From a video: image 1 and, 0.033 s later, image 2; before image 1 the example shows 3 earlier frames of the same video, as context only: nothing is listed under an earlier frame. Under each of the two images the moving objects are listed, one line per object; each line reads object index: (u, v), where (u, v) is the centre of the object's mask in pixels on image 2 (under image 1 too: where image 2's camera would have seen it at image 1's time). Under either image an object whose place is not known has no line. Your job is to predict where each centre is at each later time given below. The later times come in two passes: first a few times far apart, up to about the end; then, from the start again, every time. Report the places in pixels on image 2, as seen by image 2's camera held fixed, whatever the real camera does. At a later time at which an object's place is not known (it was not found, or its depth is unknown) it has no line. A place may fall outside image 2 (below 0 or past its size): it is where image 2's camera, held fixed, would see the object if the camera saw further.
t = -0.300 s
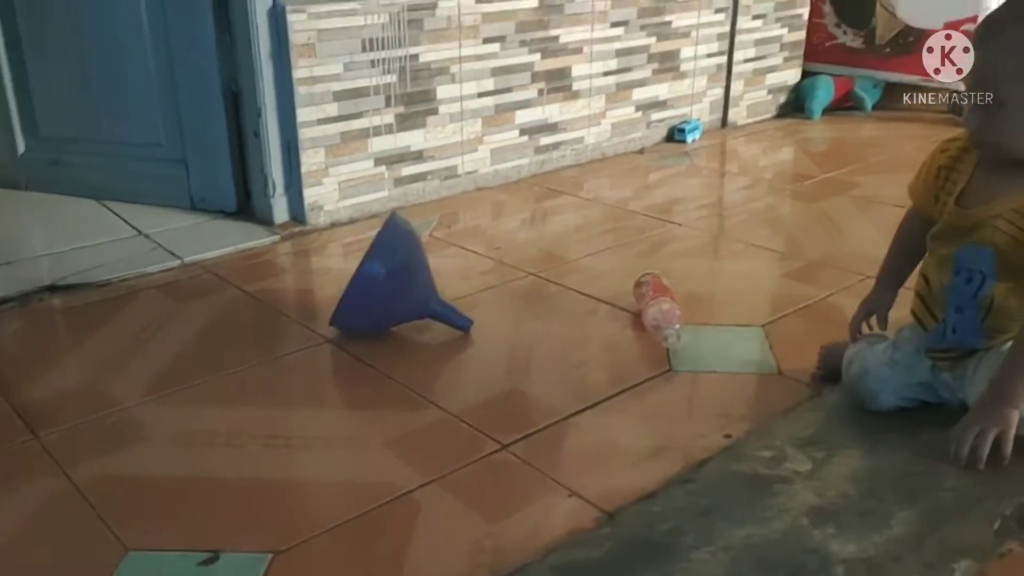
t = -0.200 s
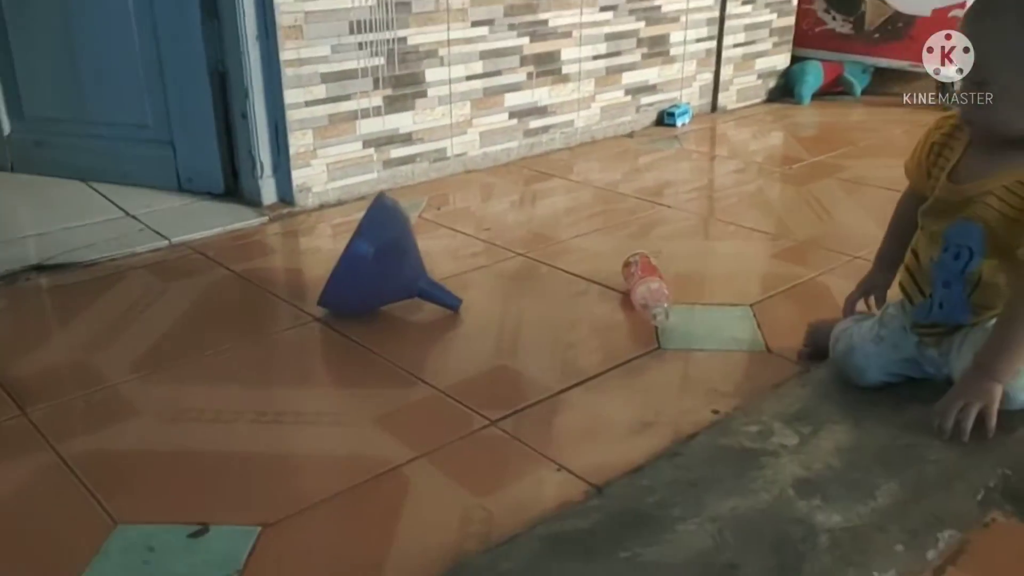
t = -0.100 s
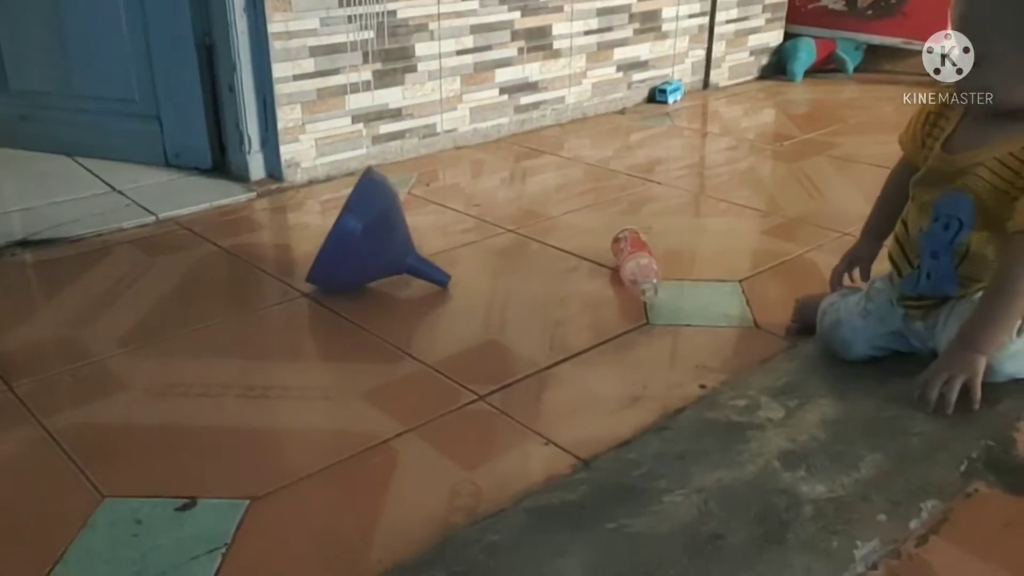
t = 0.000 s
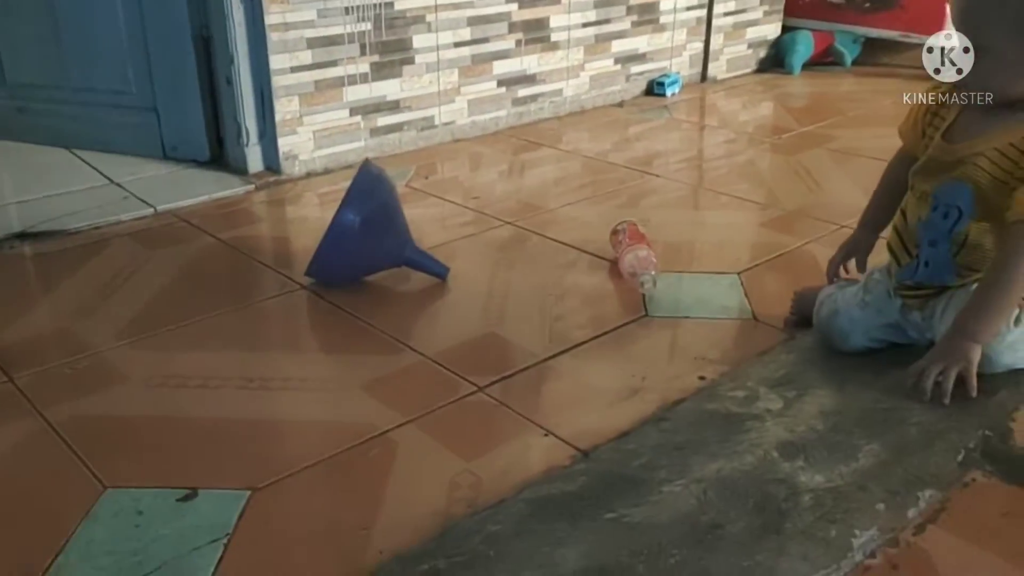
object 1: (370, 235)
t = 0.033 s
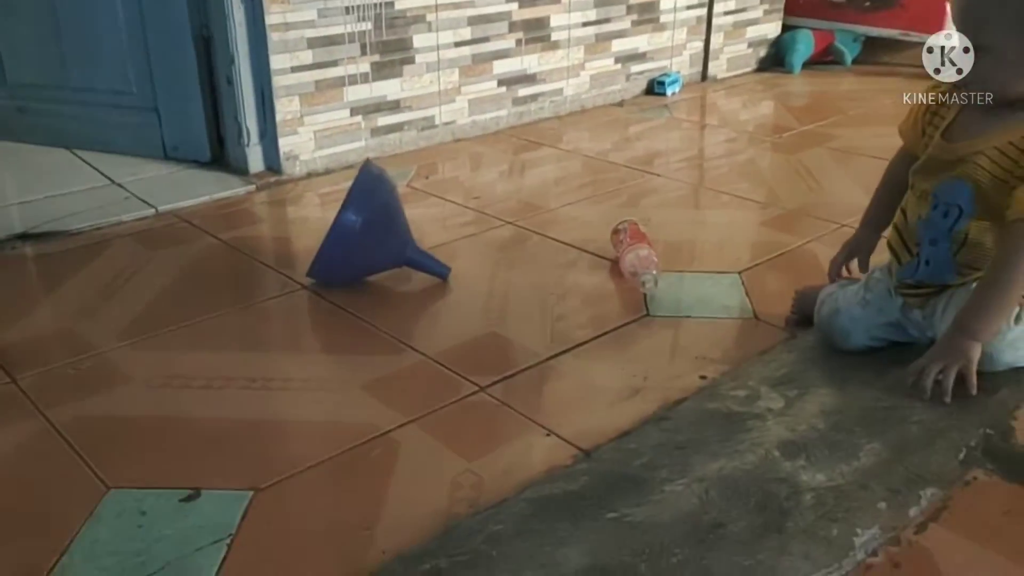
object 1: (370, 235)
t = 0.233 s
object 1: (368, 237)
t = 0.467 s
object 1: (364, 241)
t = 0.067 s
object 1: (371, 236)
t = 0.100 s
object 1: (370, 236)
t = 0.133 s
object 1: (370, 236)
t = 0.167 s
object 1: (369, 237)
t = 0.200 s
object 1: (368, 237)
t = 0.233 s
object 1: (368, 237)
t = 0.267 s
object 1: (367, 237)
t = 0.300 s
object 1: (367, 238)
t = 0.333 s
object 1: (366, 238)
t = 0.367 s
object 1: (366, 239)
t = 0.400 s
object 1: (365, 240)
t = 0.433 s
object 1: (365, 241)
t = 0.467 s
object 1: (364, 241)
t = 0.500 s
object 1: (364, 242)
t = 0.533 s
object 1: (363, 243)
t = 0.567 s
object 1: (363, 244)
